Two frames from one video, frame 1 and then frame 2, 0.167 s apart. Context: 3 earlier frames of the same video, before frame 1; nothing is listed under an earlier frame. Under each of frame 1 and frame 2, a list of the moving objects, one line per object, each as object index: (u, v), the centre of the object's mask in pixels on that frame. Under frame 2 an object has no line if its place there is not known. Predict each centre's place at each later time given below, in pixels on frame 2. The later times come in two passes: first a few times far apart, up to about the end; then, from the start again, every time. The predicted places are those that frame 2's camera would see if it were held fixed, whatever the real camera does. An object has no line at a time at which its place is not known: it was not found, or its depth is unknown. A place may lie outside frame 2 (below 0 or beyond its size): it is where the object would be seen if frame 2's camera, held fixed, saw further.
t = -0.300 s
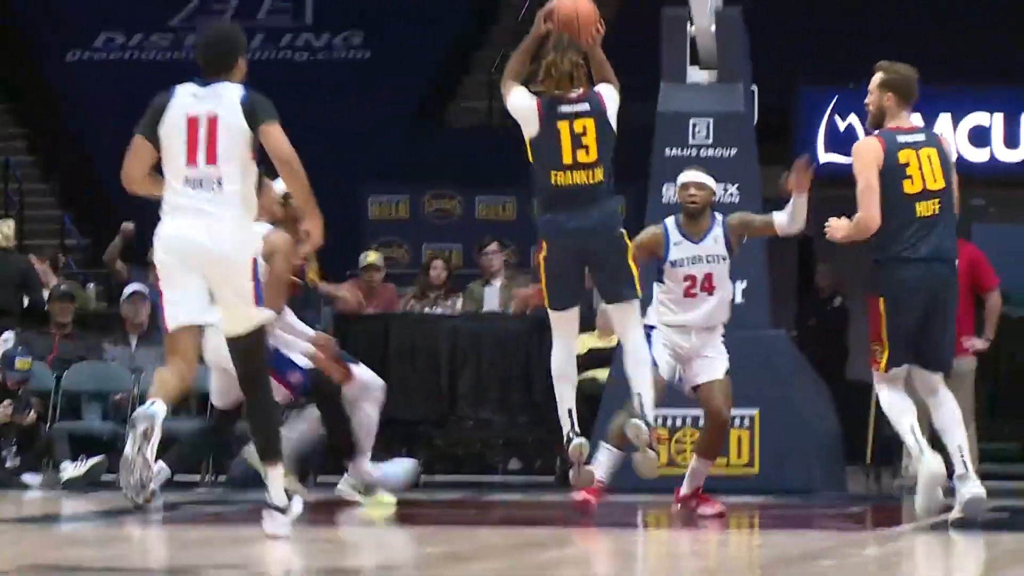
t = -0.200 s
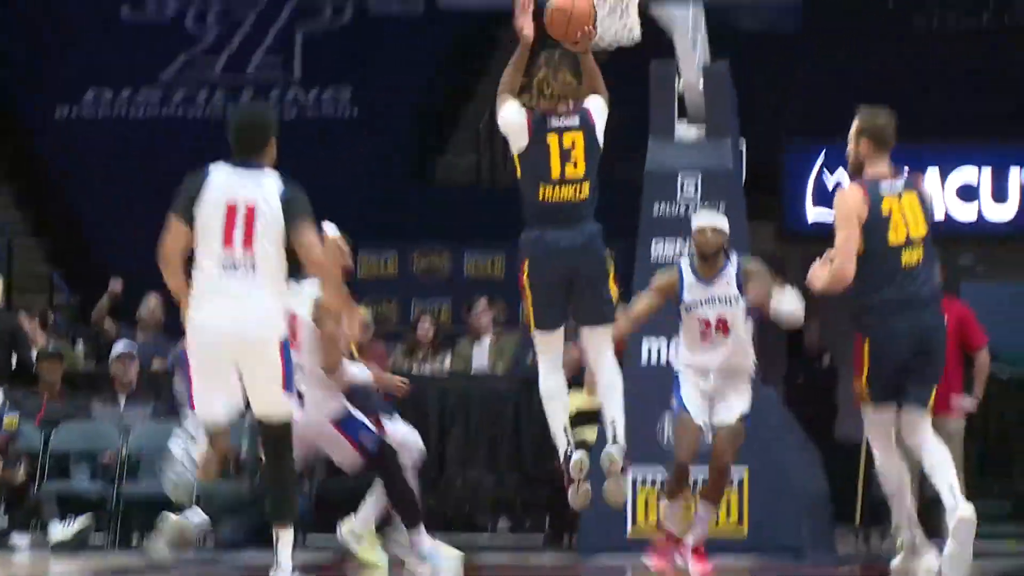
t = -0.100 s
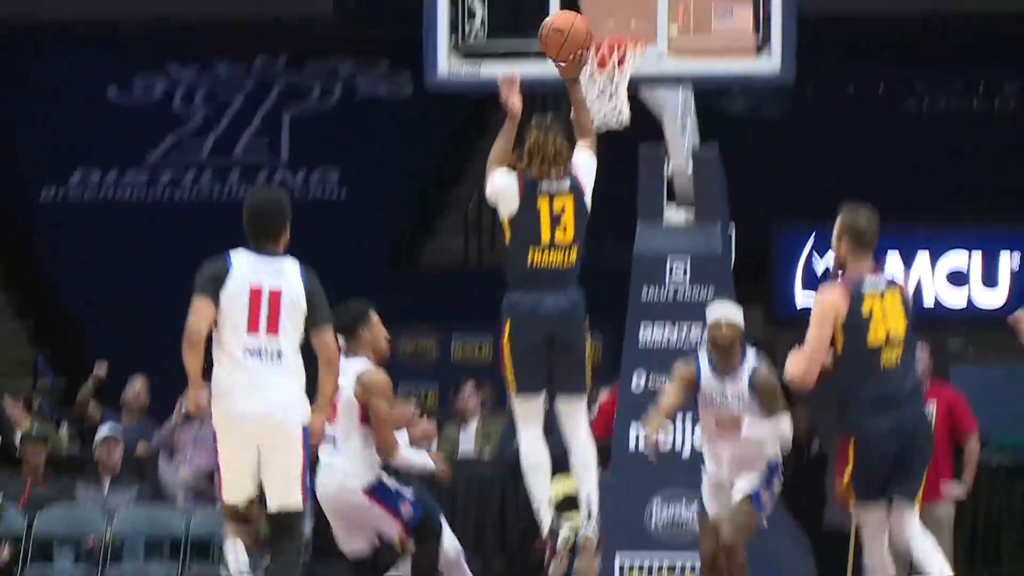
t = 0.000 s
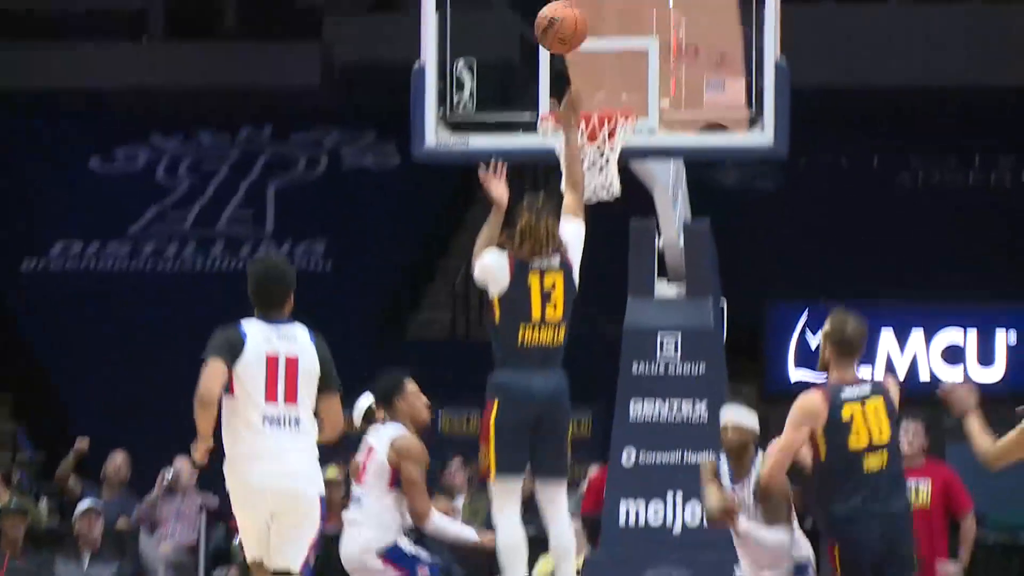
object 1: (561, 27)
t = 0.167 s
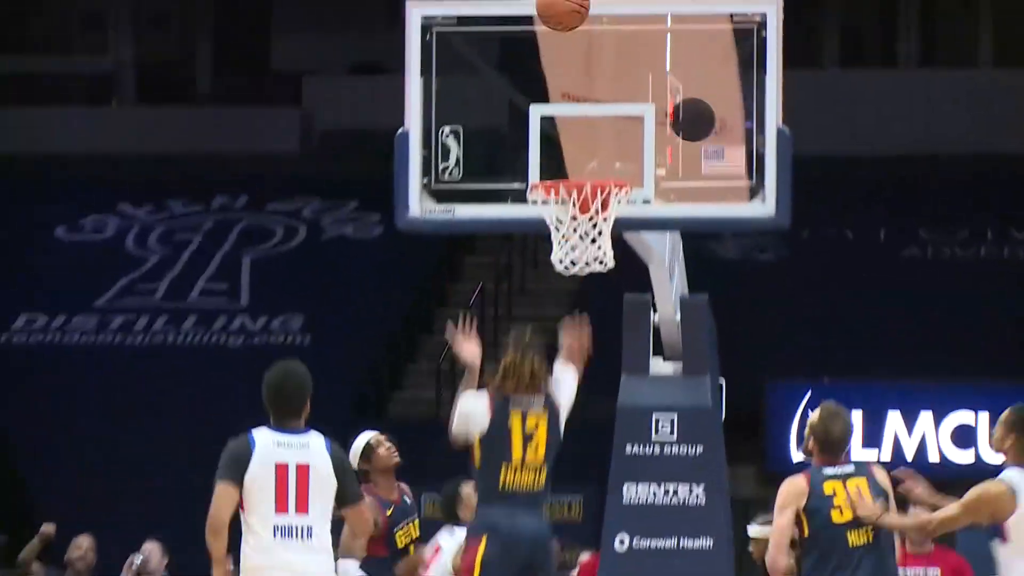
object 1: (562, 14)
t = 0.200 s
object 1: (565, 5)
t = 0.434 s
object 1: (577, -7)
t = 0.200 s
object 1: (565, 5)
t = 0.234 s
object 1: (567, -4)
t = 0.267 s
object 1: (569, -12)
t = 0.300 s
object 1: (571, -17)
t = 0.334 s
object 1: (573, -21)
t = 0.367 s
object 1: (574, -20)
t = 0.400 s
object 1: (576, -15)
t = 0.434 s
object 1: (577, -7)
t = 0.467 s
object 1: (579, 2)
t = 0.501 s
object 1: (581, 14)
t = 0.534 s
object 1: (582, 30)
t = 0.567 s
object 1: (583, 44)
